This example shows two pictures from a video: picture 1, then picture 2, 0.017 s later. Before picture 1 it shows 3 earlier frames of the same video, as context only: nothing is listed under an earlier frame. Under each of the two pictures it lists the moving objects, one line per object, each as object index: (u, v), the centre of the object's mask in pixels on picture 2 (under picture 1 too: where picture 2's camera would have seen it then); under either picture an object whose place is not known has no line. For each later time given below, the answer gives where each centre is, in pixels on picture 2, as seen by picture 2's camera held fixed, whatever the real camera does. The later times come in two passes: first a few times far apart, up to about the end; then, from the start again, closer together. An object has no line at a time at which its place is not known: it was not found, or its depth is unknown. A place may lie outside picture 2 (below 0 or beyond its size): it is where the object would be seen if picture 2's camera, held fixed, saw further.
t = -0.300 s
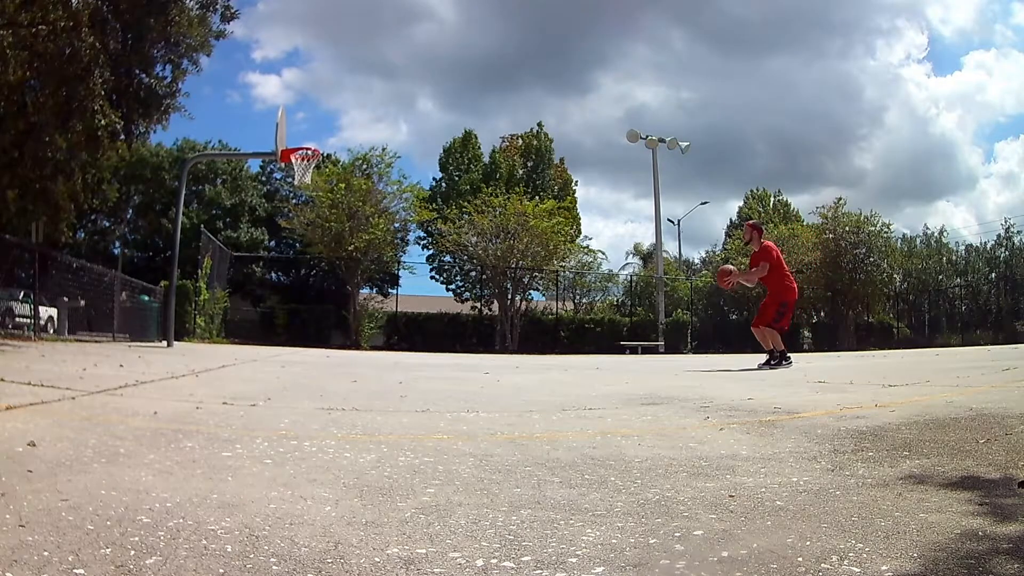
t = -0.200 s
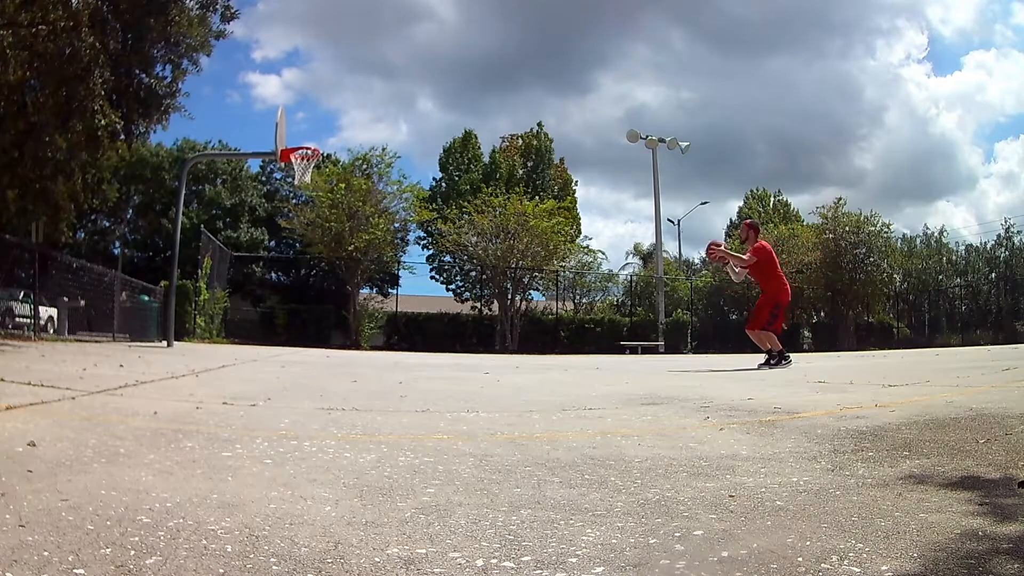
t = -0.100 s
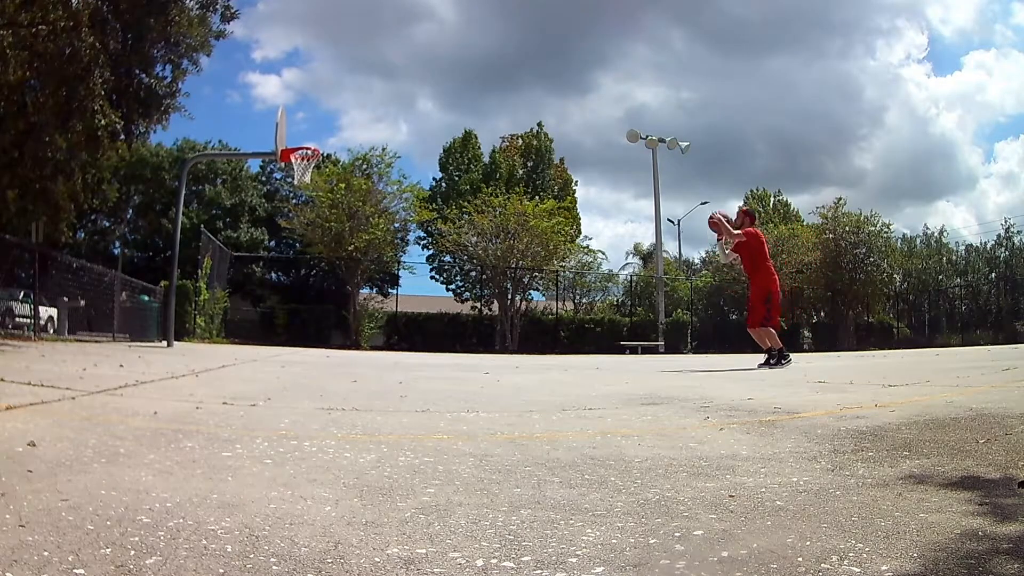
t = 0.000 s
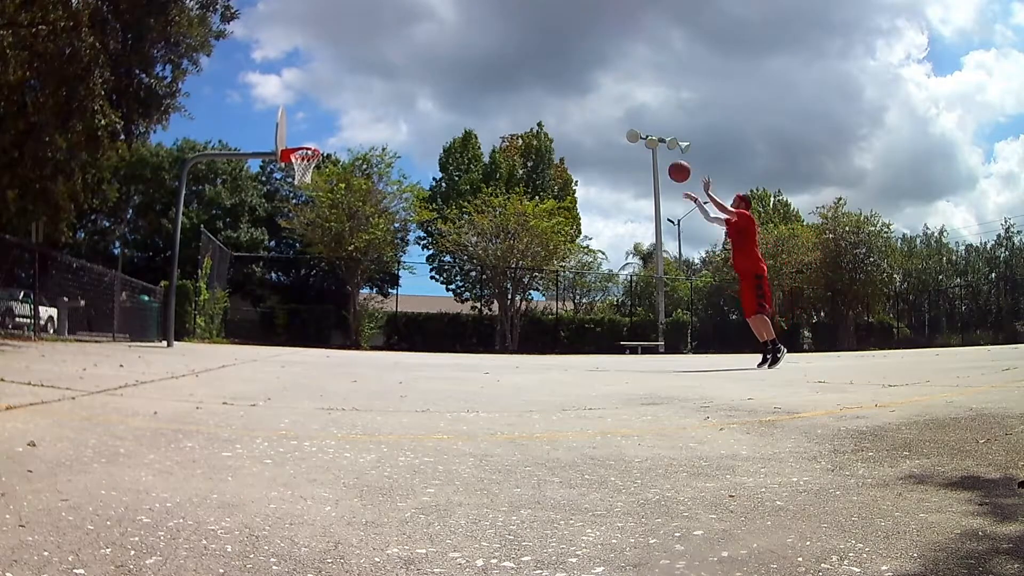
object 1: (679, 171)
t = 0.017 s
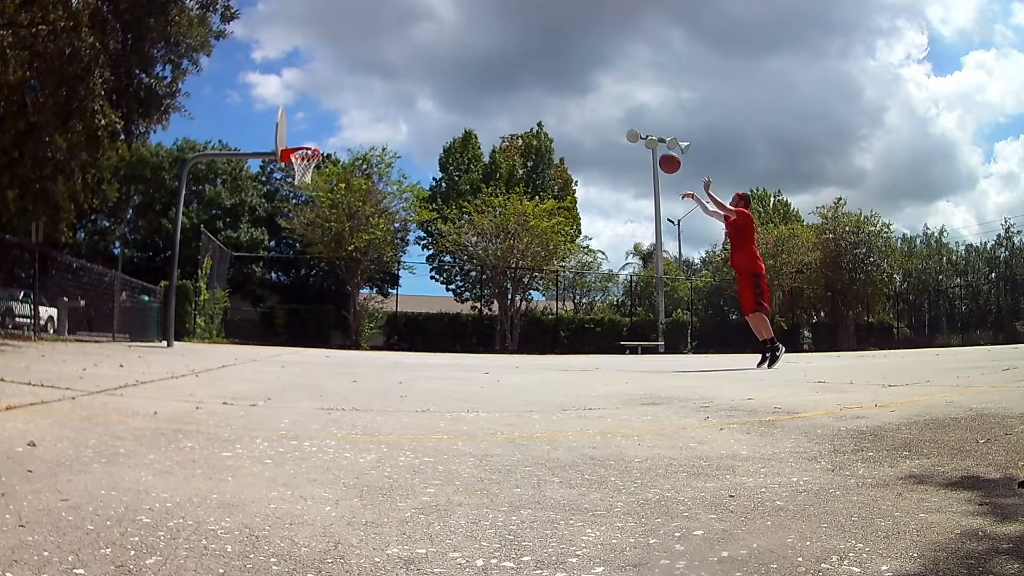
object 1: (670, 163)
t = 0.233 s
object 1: (557, 84)
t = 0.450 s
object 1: (465, 56)
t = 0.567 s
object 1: (422, 56)
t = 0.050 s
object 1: (651, 147)
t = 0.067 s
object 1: (642, 139)
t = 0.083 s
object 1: (632, 132)
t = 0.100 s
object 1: (624, 125)
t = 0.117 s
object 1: (615, 119)
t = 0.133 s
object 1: (606, 113)
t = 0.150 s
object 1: (597, 108)
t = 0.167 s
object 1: (589, 102)
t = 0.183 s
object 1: (581, 97)
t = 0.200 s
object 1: (573, 92)
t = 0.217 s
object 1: (565, 88)
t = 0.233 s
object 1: (557, 84)
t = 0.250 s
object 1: (549, 80)
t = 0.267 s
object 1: (541, 77)
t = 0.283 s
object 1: (534, 74)
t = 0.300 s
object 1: (526, 71)
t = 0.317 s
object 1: (519, 68)
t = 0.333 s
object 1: (512, 66)
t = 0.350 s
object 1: (505, 64)
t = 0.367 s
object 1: (498, 62)
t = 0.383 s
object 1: (491, 60)
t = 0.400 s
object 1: (485, 59)
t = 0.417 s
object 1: (478, 58)
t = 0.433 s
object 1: (471, 57)
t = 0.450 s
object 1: (465, 56)
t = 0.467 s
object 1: (459, 55)
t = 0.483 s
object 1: (452, 55)
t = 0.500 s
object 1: (446, 55)
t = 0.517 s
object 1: (440, 55)
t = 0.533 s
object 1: (434, 55)
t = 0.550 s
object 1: (428, 55)
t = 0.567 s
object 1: (422, 56)
